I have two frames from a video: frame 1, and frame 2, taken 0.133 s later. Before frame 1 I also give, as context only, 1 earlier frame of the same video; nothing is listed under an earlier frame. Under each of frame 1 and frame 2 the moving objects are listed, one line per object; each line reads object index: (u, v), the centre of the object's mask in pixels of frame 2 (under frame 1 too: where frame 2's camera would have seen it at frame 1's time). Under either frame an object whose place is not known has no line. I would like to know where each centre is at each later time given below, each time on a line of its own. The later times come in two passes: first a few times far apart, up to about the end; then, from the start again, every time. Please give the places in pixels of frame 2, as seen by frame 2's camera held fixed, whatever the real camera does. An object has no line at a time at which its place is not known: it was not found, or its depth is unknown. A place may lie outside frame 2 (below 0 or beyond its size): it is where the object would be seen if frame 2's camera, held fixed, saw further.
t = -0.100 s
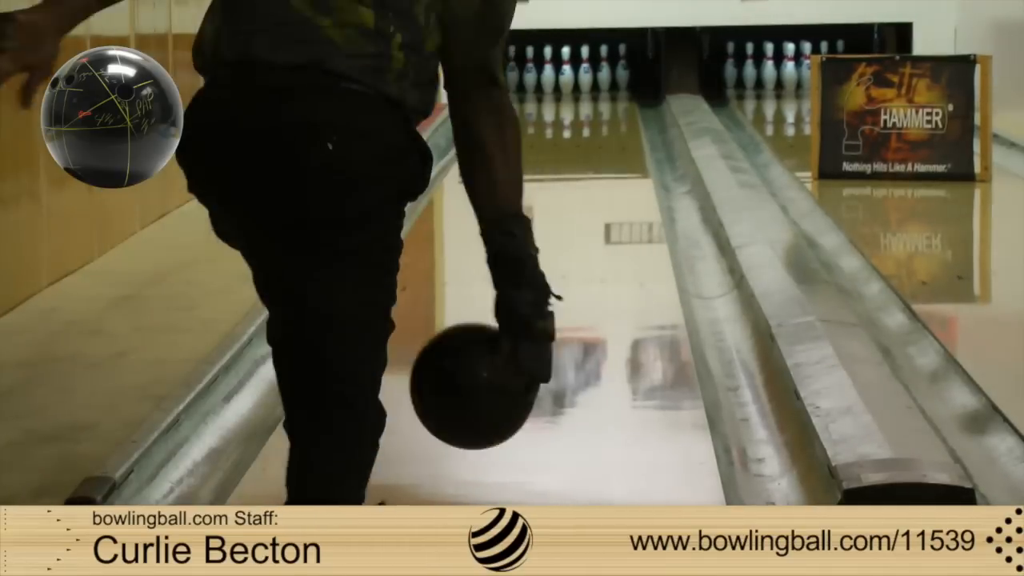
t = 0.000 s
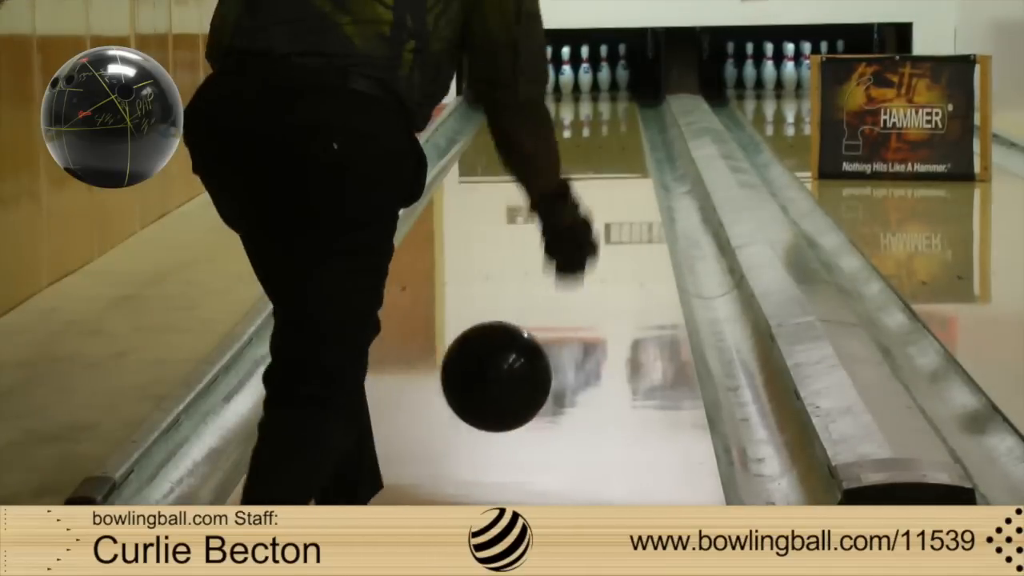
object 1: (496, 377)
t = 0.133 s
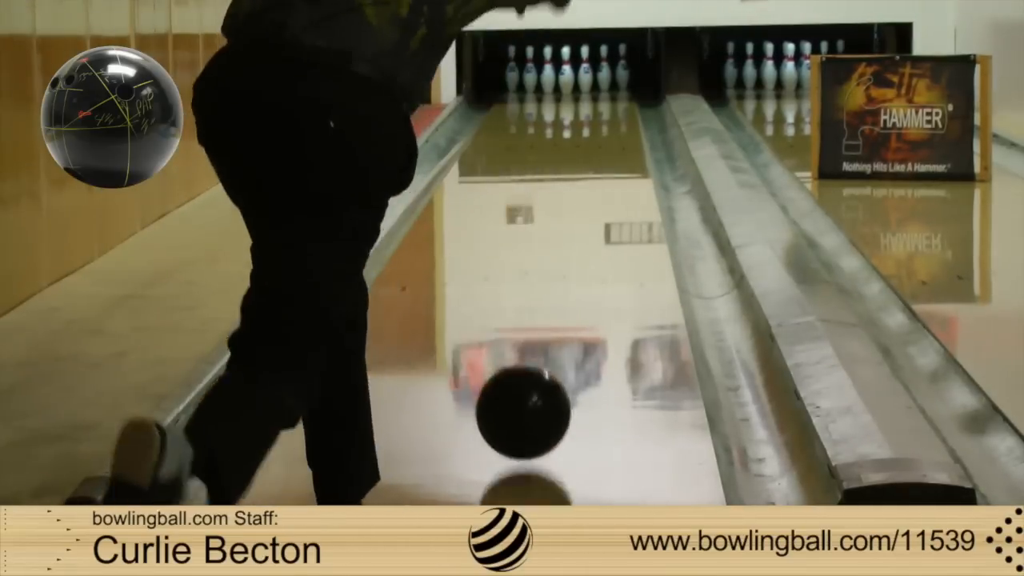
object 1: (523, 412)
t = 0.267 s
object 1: (540, 360)
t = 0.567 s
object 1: (568, 273)
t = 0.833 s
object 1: (582, 220)
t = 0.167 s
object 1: (527, 398)
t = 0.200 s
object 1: (533, 379)
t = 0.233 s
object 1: (537, 366)
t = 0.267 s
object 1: (540, 360)
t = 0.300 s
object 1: (544, 349)
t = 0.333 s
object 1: (548, 337)
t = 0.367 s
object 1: (551, 327)
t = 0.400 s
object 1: (554, 317)
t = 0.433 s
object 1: (558, 307)
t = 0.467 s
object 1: (560, 298)
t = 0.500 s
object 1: (563, 289)
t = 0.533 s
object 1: (565, 281)
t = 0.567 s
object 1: (568, 273)
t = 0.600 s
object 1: (570, 265)
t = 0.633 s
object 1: (572, 258)
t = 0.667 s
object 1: (574, 251)
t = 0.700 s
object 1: (576, 244)
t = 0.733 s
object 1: (578, 238)
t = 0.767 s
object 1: (579, 232)
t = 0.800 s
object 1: (581, 226)
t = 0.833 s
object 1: (582, 220)
